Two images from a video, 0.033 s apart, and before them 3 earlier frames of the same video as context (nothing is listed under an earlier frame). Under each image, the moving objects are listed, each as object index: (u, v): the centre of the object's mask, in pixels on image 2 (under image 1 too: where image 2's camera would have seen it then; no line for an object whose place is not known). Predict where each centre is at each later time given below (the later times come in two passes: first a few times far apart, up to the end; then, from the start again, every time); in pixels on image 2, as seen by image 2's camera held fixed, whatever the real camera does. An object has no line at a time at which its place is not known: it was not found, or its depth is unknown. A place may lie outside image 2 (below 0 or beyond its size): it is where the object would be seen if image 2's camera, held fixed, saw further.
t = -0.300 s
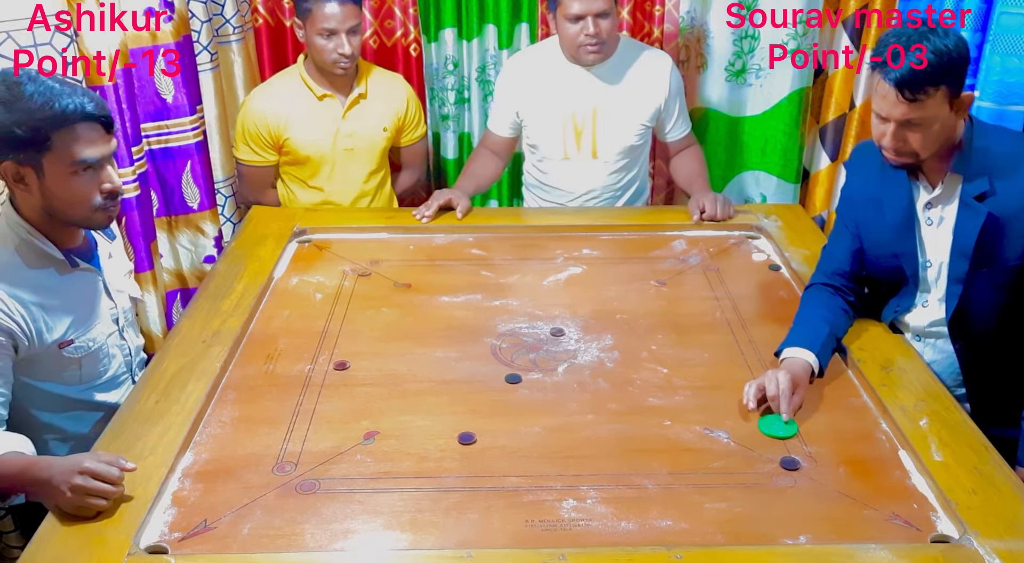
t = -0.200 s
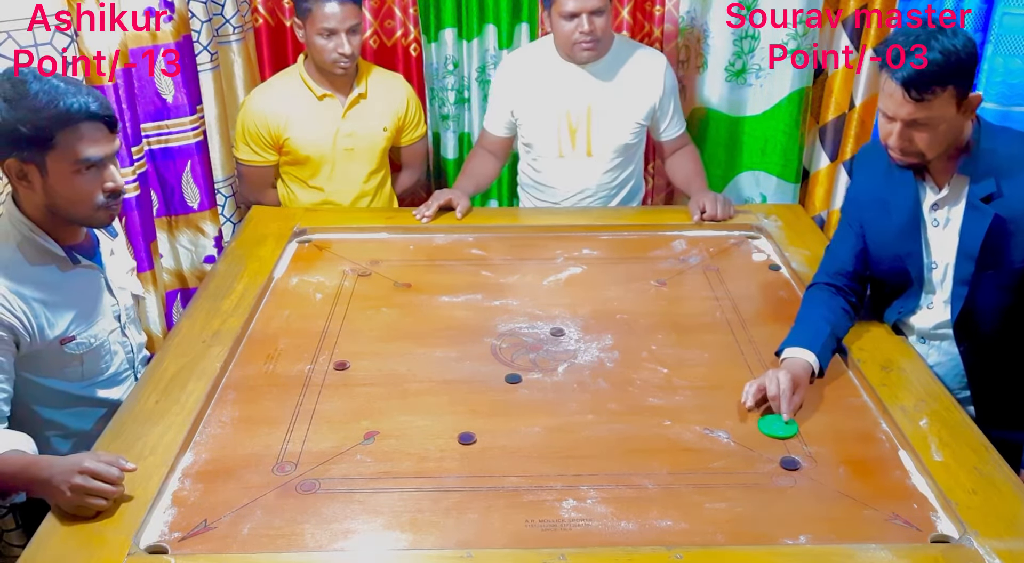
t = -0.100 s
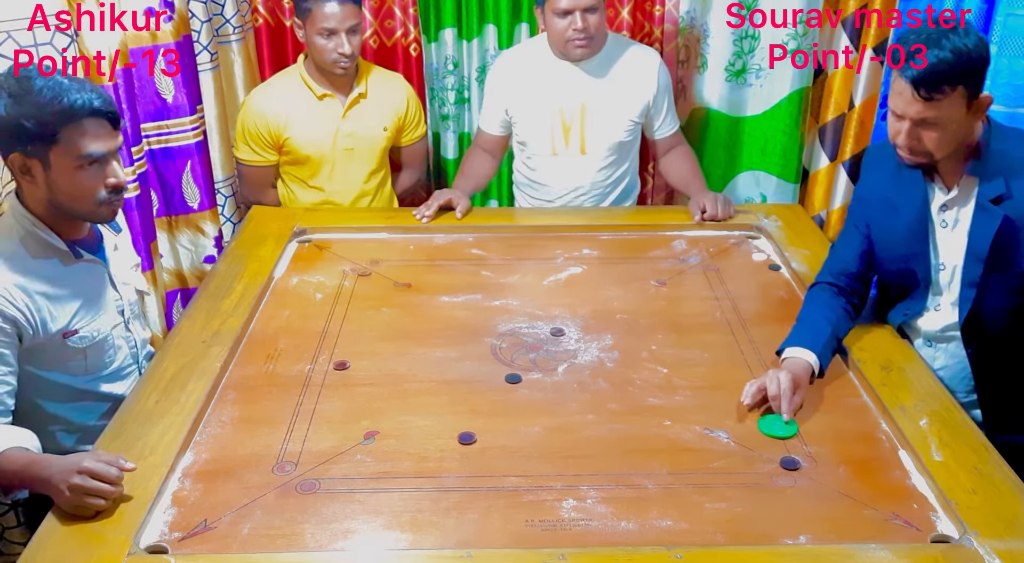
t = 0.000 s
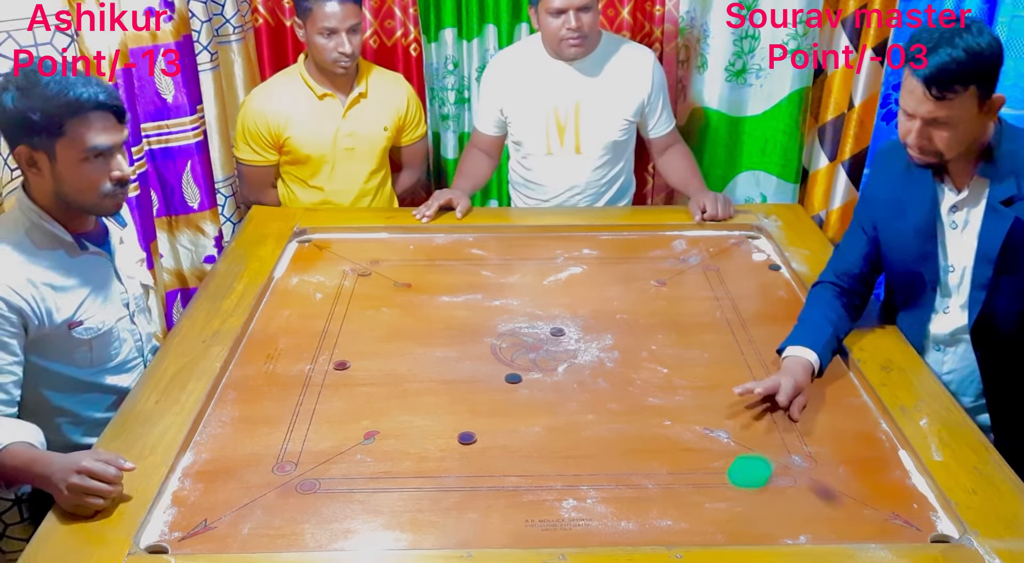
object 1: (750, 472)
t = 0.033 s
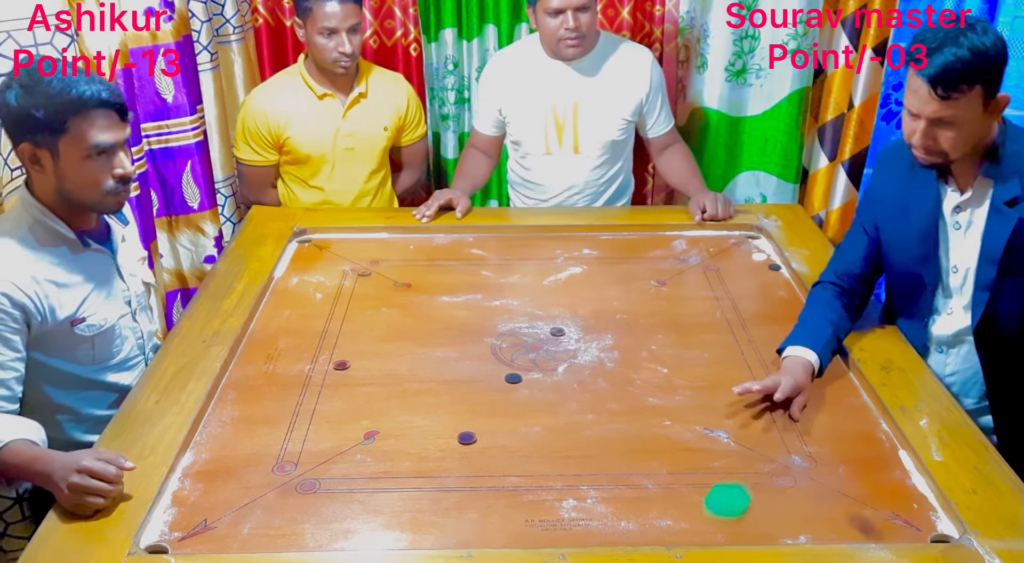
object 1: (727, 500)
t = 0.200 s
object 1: (603, 465)
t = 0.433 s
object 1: (483, 378)
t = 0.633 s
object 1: (414, 340)
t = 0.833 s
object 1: (365, 315)
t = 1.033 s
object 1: (333, 300)
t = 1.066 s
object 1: (329, 298)
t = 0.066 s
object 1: (704, 530)
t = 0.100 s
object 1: (677, 522)
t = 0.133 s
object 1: (650, 501)
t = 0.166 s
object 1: (626, 482)
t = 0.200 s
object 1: (603, 465)
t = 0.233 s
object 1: (583, 449)
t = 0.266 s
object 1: (564, 434)
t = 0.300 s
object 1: (546, 420)
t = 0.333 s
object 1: (529, 407)
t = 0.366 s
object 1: (513, 395)
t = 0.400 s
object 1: (498, 386)
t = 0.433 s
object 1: (483, 378)
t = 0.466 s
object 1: (470, 370)
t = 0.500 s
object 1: (457, 363)
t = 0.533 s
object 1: (446, 357)
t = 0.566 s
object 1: (434, 350)
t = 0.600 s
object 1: (424, 345)
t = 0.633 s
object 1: (414, 340)
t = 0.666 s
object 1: (404, 335)
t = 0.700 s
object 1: (396, 330)
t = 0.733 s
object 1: (387, 326)
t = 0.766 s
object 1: (379, 322)
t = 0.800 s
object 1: (372, 319)
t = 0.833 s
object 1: (365, 315)
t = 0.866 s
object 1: (359, 312)
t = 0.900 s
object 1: (353, 309)
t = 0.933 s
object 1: (347, 307)
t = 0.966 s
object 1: (342, 304)
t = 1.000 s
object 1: (337, 302)
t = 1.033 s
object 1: (333, 300)
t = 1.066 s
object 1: (329, 298)
